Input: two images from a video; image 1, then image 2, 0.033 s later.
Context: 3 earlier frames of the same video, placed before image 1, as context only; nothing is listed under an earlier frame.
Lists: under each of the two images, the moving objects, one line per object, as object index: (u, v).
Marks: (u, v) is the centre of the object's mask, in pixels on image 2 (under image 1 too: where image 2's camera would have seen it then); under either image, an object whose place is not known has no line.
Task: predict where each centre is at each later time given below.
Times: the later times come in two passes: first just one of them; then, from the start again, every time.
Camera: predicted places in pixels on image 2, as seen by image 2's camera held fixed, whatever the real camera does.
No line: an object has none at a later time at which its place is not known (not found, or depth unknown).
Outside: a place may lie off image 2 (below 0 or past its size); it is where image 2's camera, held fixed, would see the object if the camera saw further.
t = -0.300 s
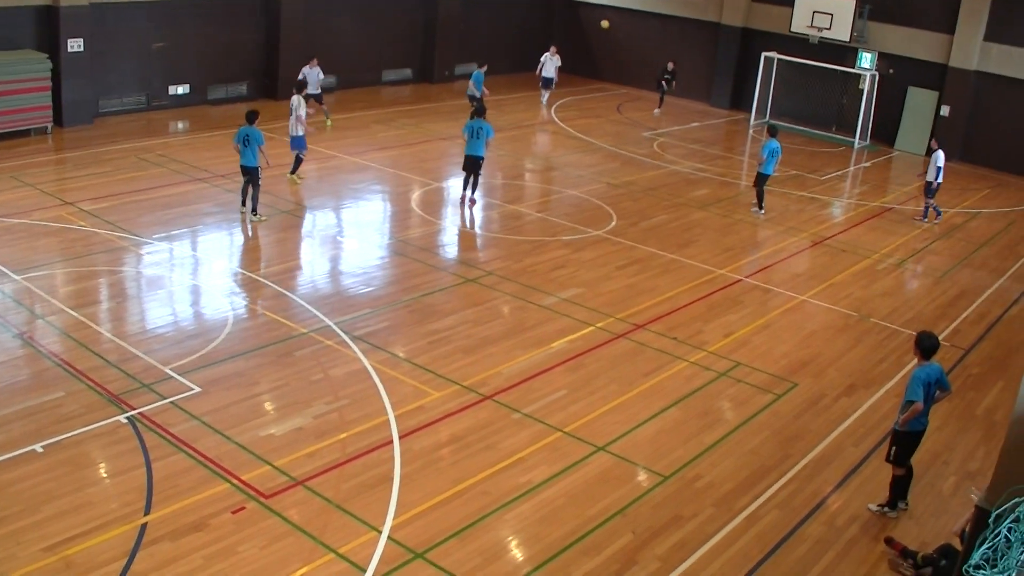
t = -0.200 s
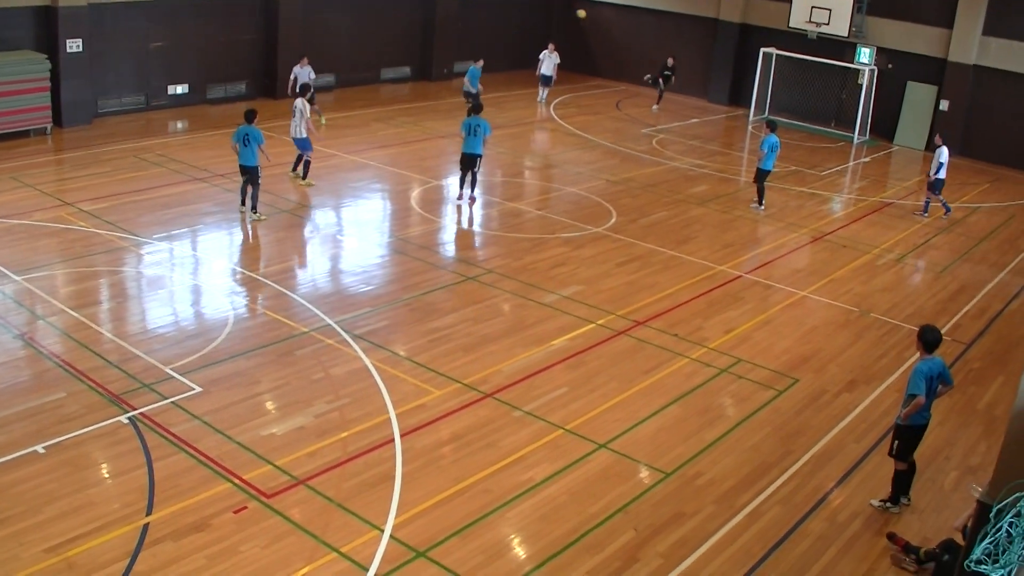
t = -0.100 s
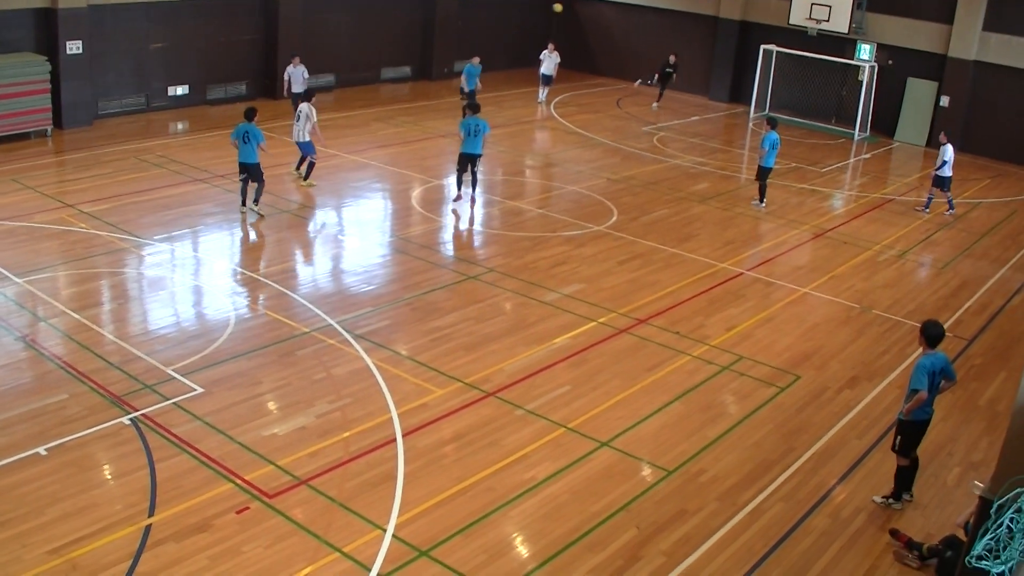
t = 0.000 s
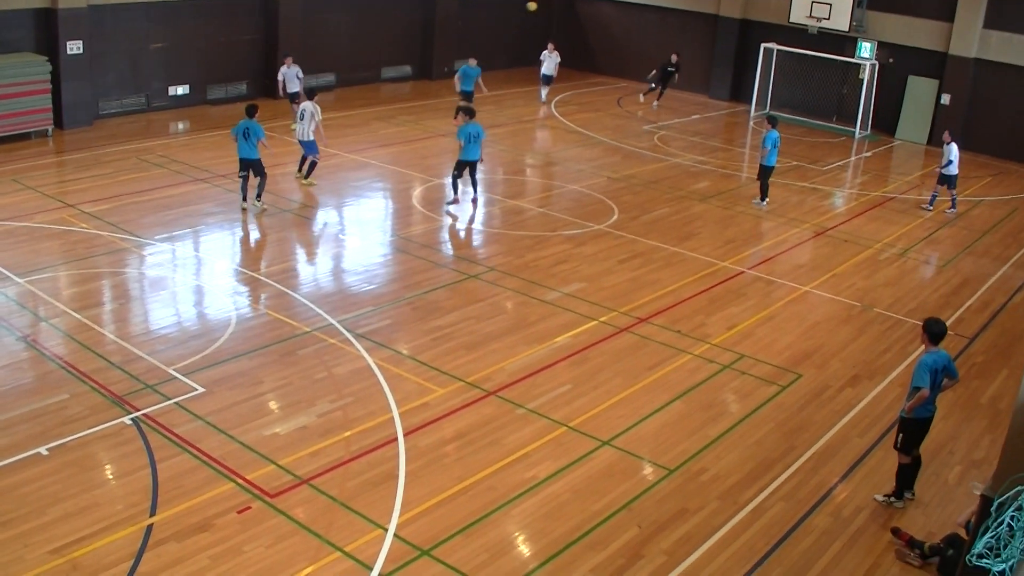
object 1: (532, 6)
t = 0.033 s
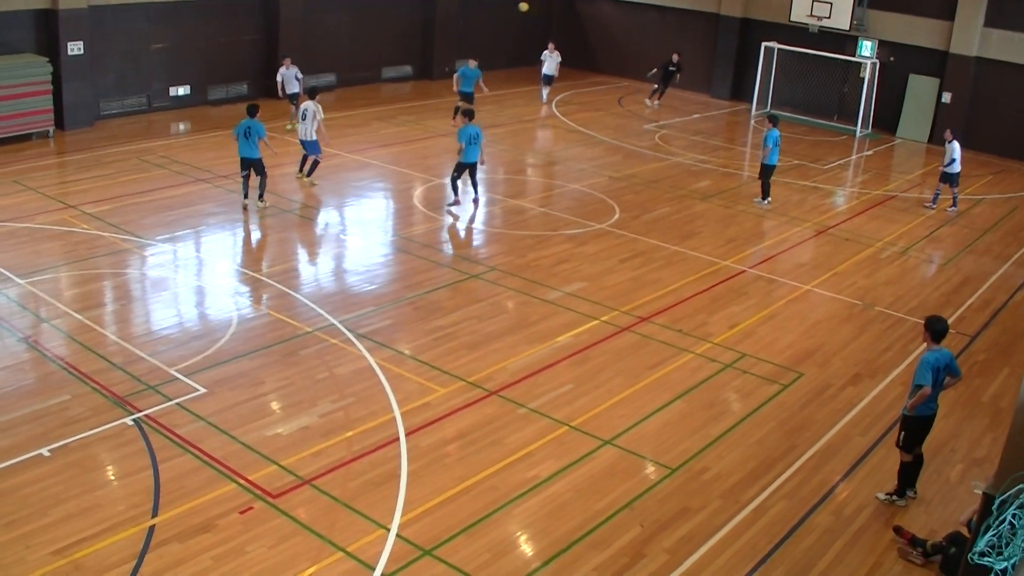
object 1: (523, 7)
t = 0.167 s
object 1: (483, 17)
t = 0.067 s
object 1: (514, 8)
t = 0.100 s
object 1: (504, 10)
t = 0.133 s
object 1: (494, 12)
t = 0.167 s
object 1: (483, 17)
